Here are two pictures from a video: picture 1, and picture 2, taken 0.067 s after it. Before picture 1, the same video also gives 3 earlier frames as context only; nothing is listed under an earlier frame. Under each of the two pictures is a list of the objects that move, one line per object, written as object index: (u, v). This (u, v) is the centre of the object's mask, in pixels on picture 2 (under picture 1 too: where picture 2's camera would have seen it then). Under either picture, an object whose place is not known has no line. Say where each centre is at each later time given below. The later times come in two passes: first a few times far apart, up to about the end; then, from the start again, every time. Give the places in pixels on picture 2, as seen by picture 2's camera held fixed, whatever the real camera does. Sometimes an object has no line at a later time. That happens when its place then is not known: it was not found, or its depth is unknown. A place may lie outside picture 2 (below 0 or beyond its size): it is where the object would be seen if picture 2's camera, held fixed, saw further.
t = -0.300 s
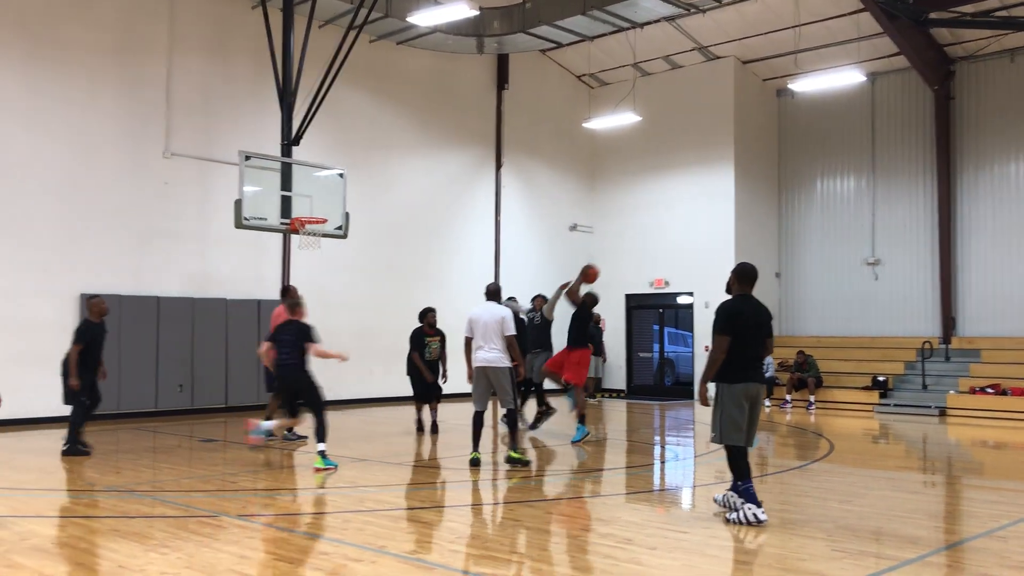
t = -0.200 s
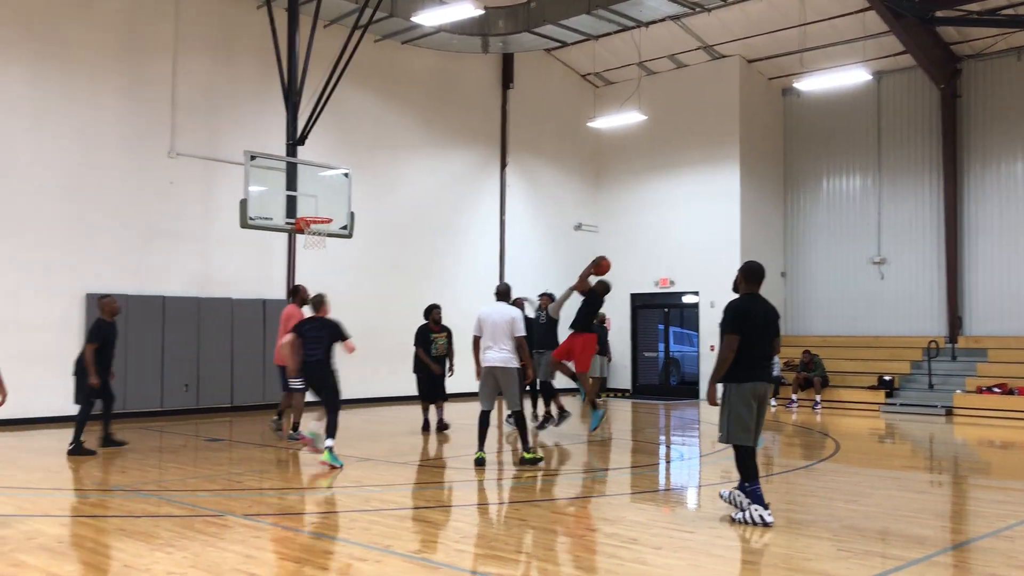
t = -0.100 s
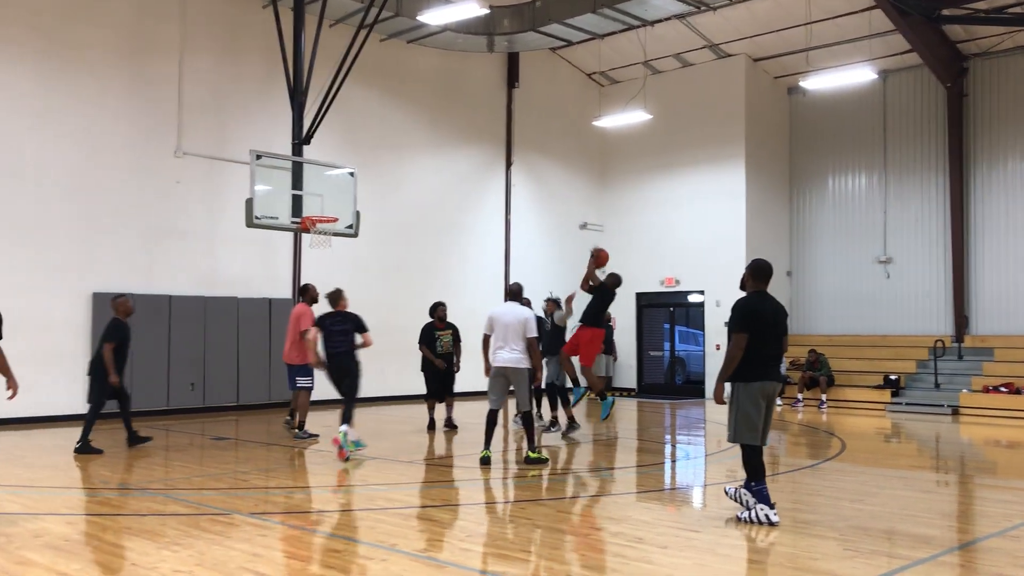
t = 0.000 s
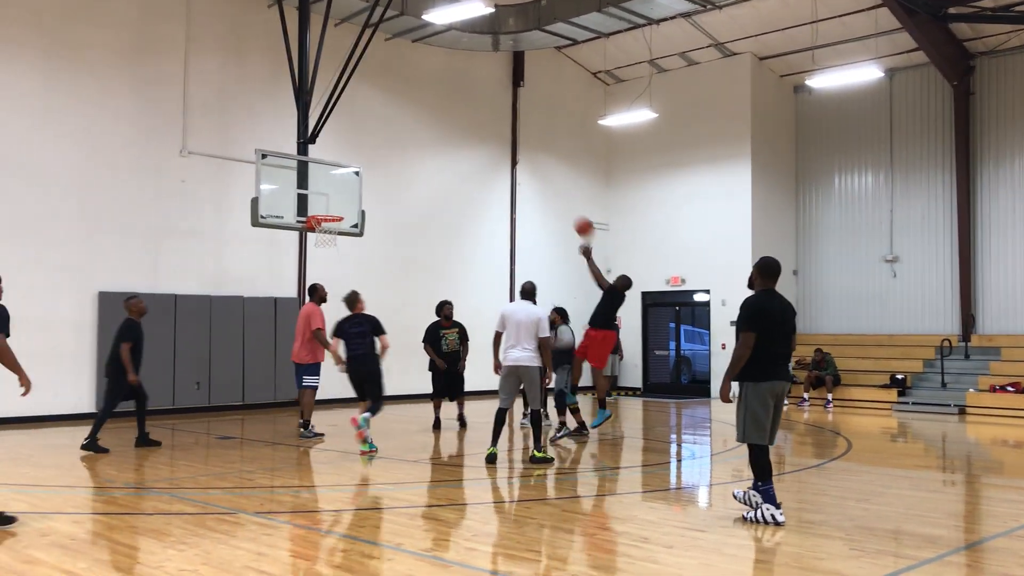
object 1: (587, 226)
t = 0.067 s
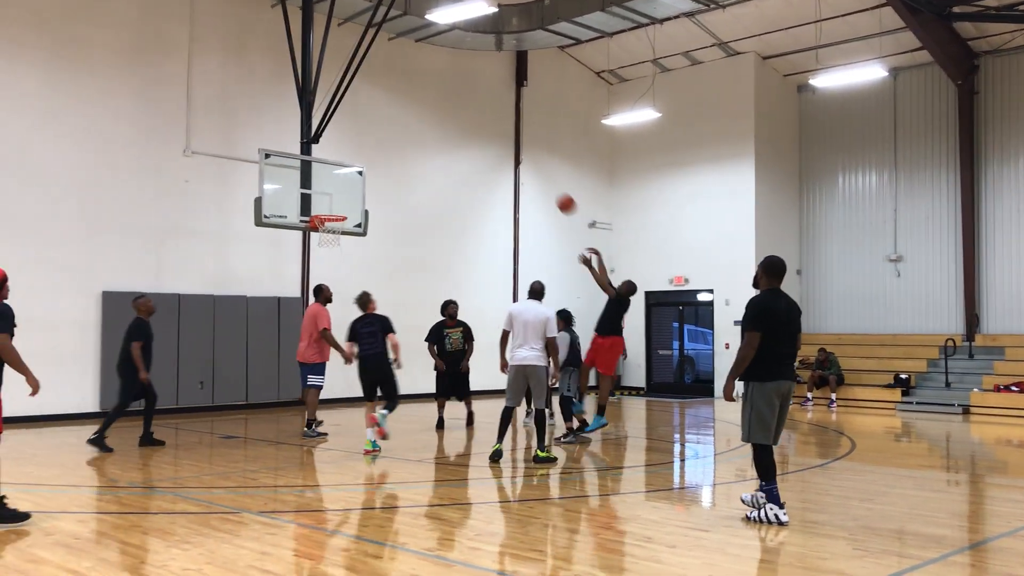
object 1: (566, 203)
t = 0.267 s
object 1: (507, 157)
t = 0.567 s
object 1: (426, 143)
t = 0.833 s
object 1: (362, 179)
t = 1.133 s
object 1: (354, 195)
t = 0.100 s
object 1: (556, 193)
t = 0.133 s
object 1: (546, 184)
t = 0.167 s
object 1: (536, 176)
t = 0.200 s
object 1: (527, 169)
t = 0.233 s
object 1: (516, 163)
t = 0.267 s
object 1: (507, 157)
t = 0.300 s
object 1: (498, 152)
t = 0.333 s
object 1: (488, 148)
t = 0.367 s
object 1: (479, 145)
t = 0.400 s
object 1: (470, 143)
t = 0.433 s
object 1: (461, 141)
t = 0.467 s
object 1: (452, 140)
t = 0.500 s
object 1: (443, 140)
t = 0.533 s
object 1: (435, 141)
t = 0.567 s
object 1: (426, 143)
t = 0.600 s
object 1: (418, 145)
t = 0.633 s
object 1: (409, 147)
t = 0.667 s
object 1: (401, 151)
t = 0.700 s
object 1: (393, 155)
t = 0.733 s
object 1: (386, 160)
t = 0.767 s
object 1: (378, 165)
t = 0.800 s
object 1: (370, 172)
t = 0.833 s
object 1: (362, 179)
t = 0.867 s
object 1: (354, 186)
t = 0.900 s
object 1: (347, 194)
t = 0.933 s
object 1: (339, 203)
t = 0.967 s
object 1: (333, 210)
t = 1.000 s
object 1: (337, 210)
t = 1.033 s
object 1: (340, 207)
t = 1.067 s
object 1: (346, 202)
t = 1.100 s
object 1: (349, 198)
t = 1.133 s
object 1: (354, 195)
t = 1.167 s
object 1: (359, 192)
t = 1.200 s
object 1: (363, 190)
